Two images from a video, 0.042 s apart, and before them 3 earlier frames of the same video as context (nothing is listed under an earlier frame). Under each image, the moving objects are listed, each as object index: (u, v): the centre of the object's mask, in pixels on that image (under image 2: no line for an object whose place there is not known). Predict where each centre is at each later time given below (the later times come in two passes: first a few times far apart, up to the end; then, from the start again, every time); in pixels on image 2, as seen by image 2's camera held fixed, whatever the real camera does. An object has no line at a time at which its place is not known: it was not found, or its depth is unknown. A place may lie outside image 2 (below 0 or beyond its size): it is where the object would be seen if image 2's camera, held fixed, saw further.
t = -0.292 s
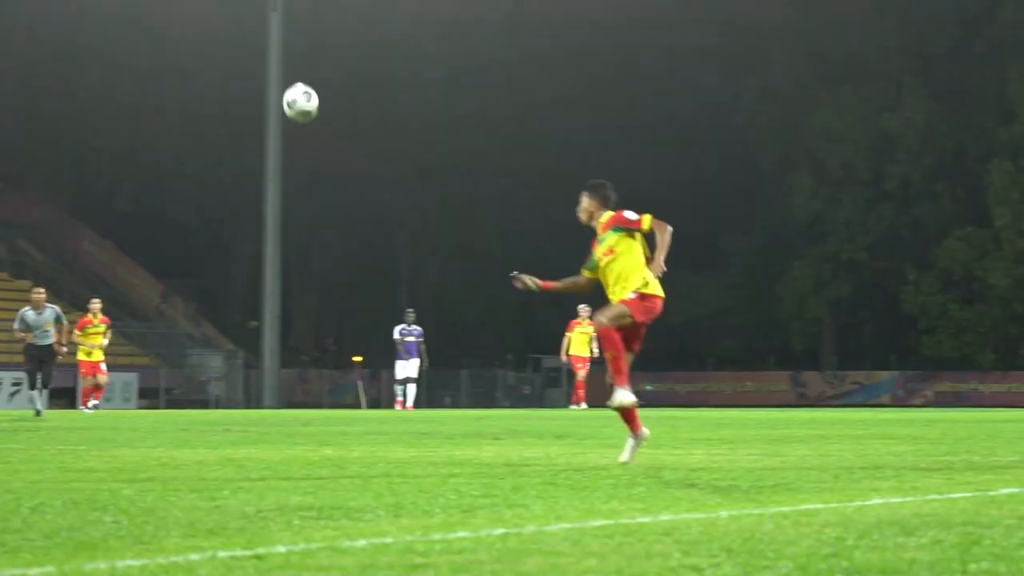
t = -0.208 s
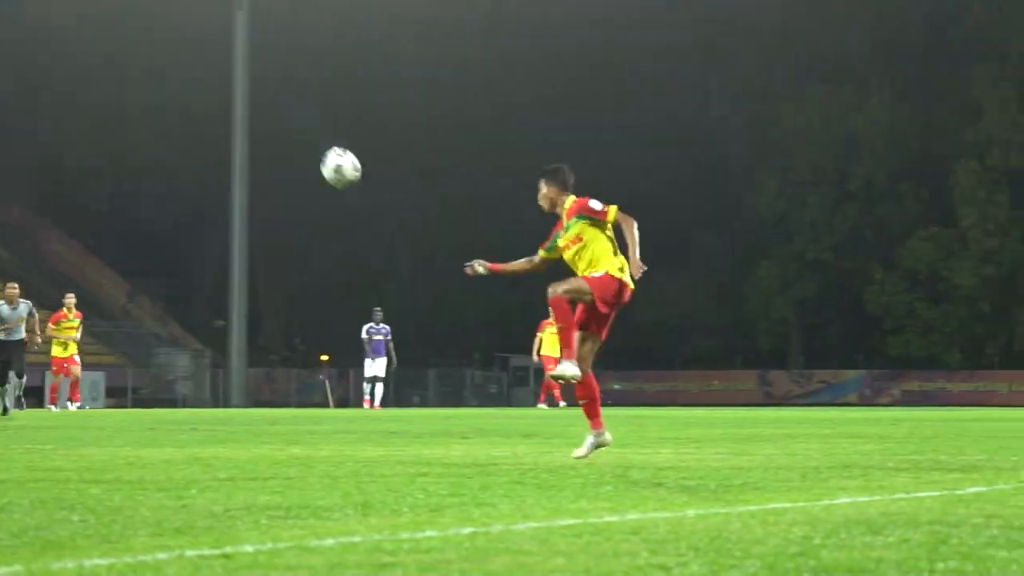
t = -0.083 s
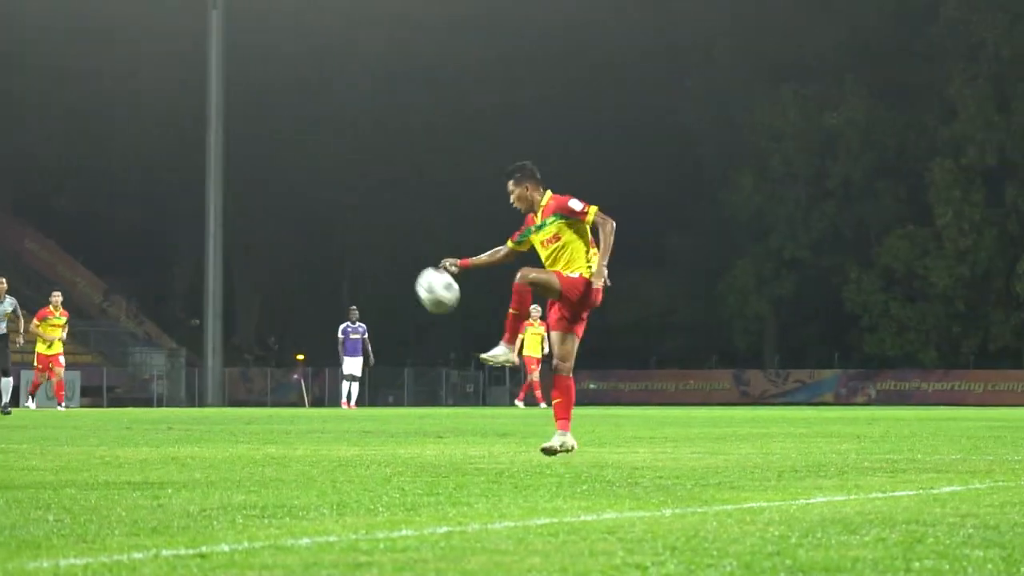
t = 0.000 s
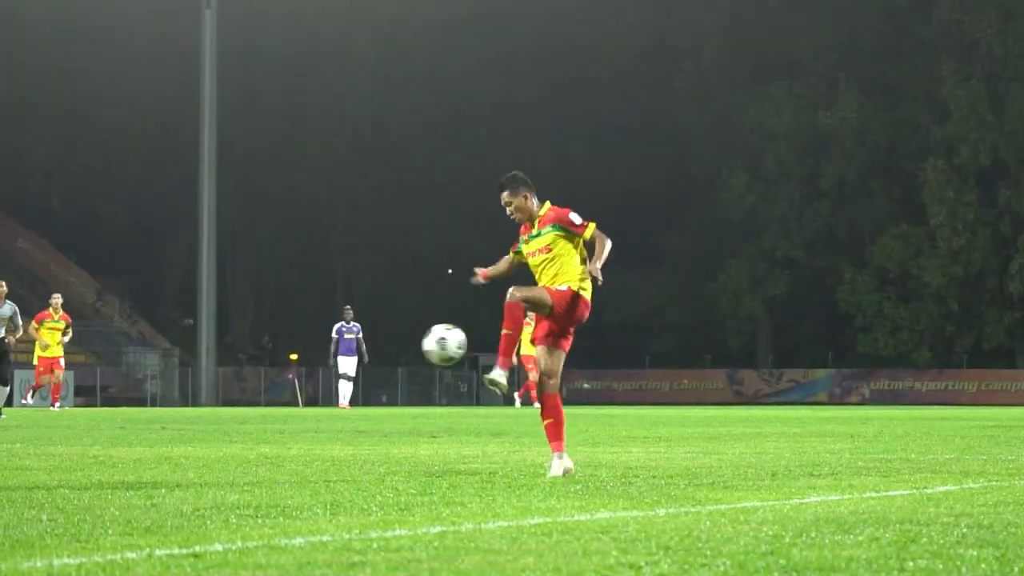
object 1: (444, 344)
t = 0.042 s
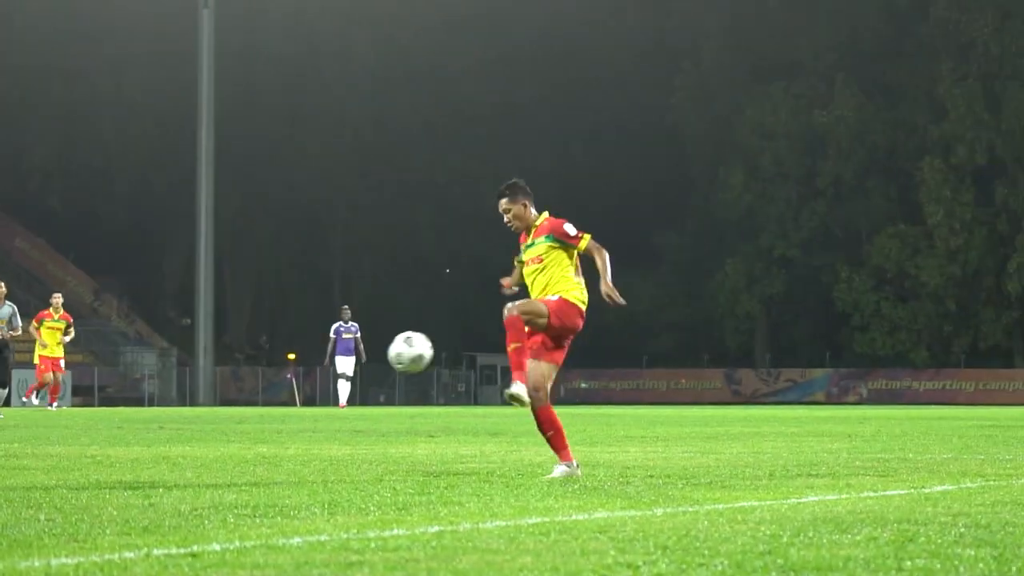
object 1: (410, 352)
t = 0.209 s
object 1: (277, 418)
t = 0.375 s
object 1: (170, 425)
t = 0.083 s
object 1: (378, 363)
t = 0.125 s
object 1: (344, 378)
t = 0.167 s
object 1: (311, 395)
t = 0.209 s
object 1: (277, 418)
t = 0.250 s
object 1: (243, 443)
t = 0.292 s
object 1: (211, 461)
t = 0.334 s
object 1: (189, 441)
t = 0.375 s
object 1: (170, 425)
